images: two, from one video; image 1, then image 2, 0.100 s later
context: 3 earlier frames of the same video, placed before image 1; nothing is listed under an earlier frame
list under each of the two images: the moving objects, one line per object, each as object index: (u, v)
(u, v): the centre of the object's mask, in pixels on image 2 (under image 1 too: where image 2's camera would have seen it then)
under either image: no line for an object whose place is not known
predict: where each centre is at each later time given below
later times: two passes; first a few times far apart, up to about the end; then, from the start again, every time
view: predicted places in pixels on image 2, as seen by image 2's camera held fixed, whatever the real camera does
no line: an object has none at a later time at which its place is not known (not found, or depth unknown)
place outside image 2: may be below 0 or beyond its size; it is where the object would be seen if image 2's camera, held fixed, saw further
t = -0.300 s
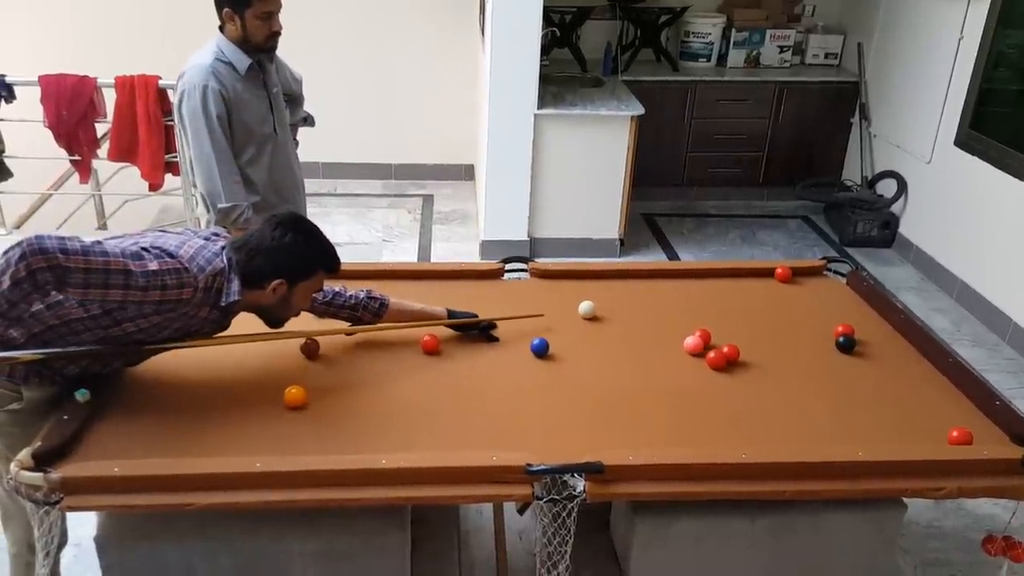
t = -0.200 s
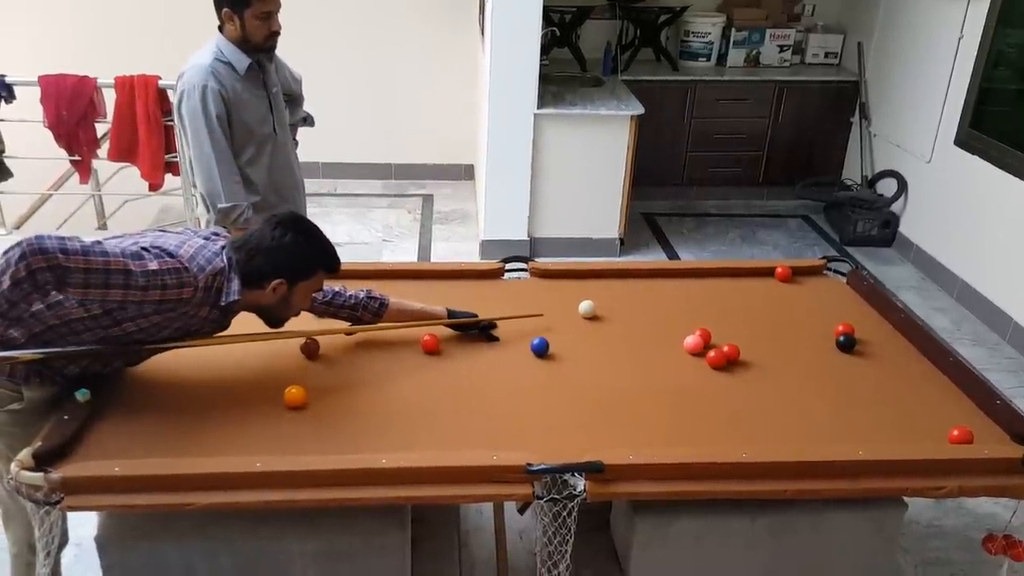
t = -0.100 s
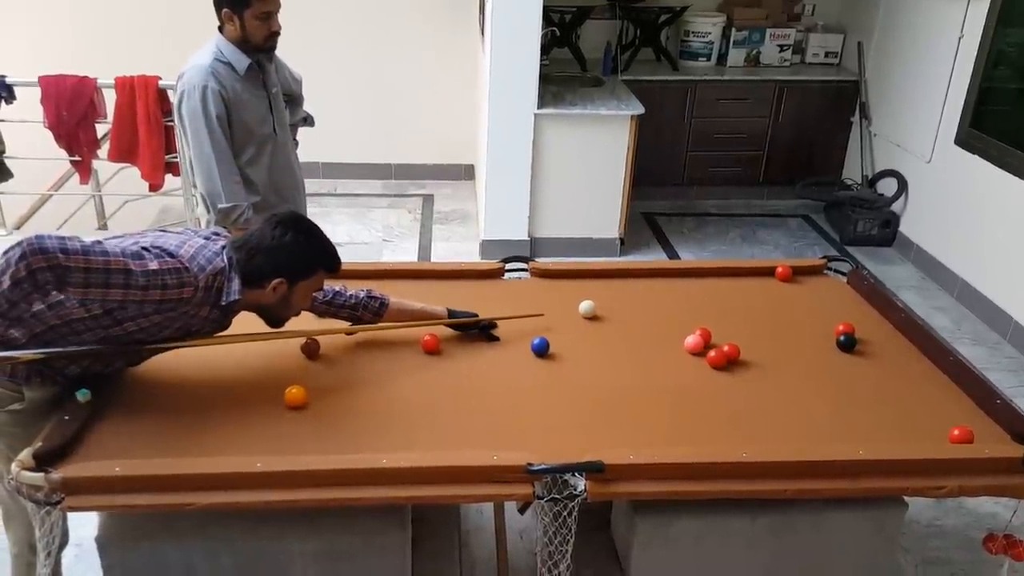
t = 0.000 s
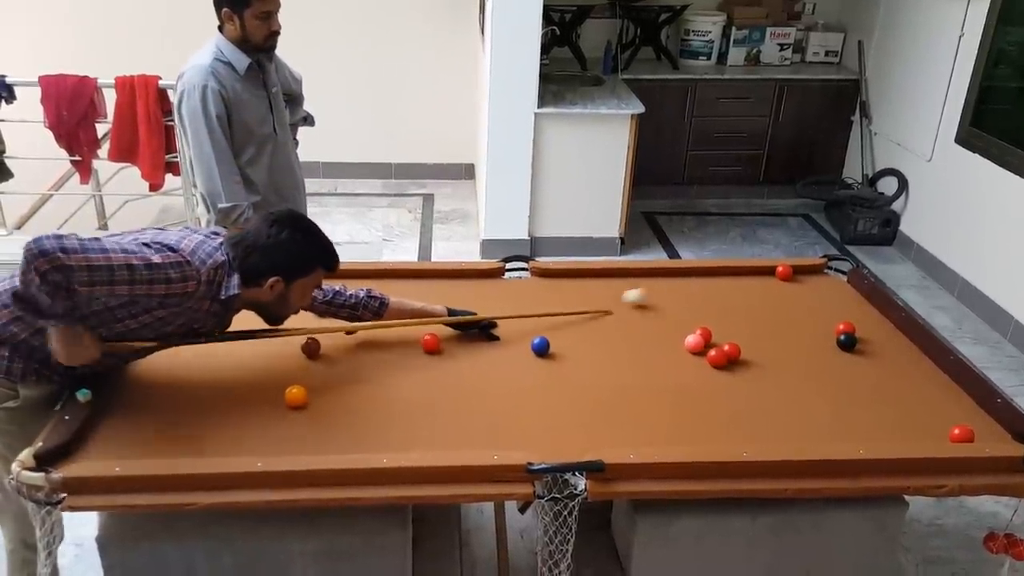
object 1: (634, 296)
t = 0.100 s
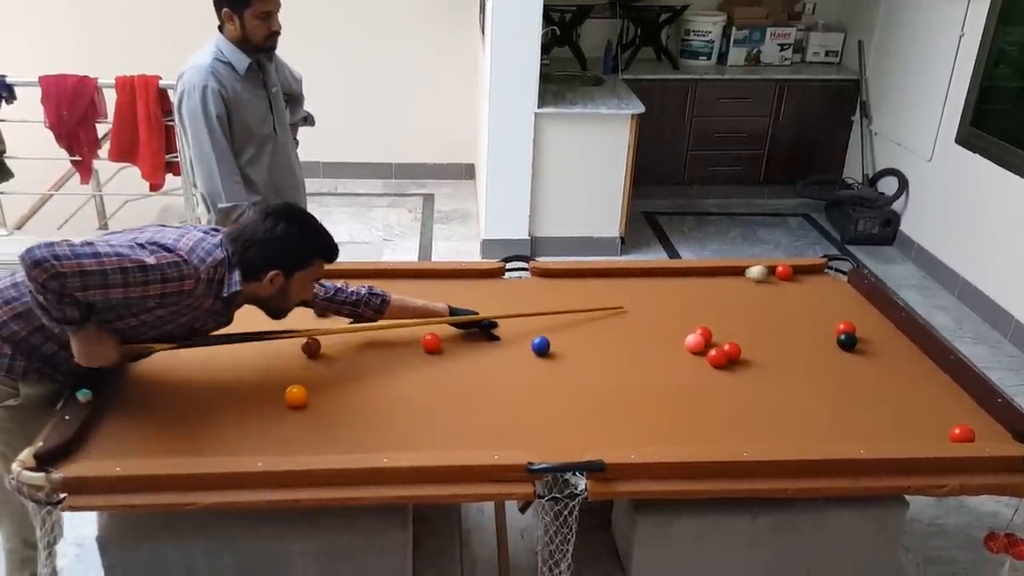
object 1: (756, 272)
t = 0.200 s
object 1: (779, 279)
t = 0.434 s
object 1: (805, 303)
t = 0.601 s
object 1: (825, 320)
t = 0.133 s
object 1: (770, 272)
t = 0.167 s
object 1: (774, 276)
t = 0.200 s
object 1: (779, 279)
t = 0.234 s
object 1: (782, 283)
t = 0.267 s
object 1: (786, 286)
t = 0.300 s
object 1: (790, 289)
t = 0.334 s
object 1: (793, 293)
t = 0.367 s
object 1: (797, 296)
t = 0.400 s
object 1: (801, 299)
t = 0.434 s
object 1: (805, 303)
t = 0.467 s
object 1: (809, 306)
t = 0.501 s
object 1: (813, 309)
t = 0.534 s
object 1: (817, 313)
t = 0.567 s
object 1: (821, 316)
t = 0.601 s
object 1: (825, 320)
